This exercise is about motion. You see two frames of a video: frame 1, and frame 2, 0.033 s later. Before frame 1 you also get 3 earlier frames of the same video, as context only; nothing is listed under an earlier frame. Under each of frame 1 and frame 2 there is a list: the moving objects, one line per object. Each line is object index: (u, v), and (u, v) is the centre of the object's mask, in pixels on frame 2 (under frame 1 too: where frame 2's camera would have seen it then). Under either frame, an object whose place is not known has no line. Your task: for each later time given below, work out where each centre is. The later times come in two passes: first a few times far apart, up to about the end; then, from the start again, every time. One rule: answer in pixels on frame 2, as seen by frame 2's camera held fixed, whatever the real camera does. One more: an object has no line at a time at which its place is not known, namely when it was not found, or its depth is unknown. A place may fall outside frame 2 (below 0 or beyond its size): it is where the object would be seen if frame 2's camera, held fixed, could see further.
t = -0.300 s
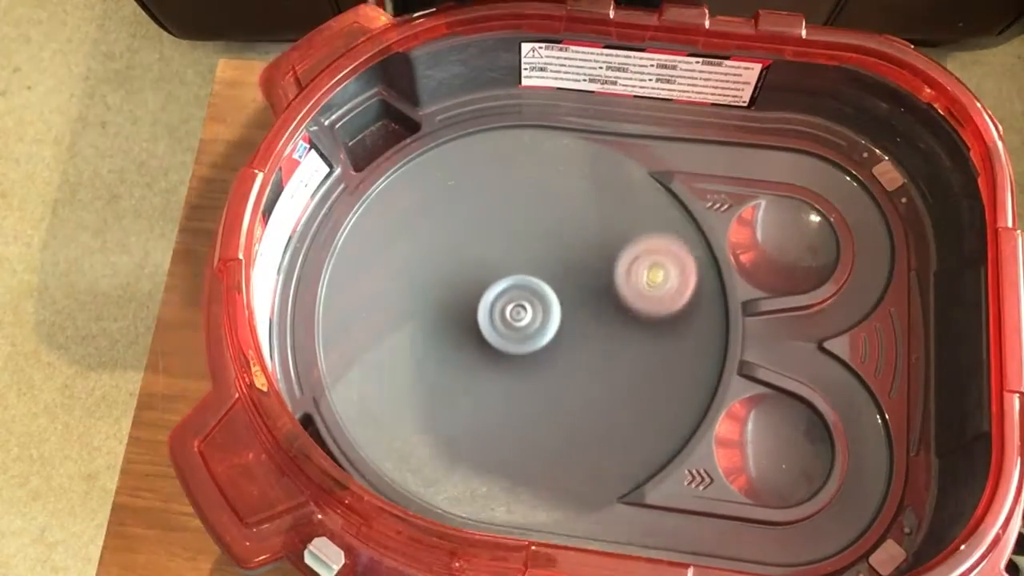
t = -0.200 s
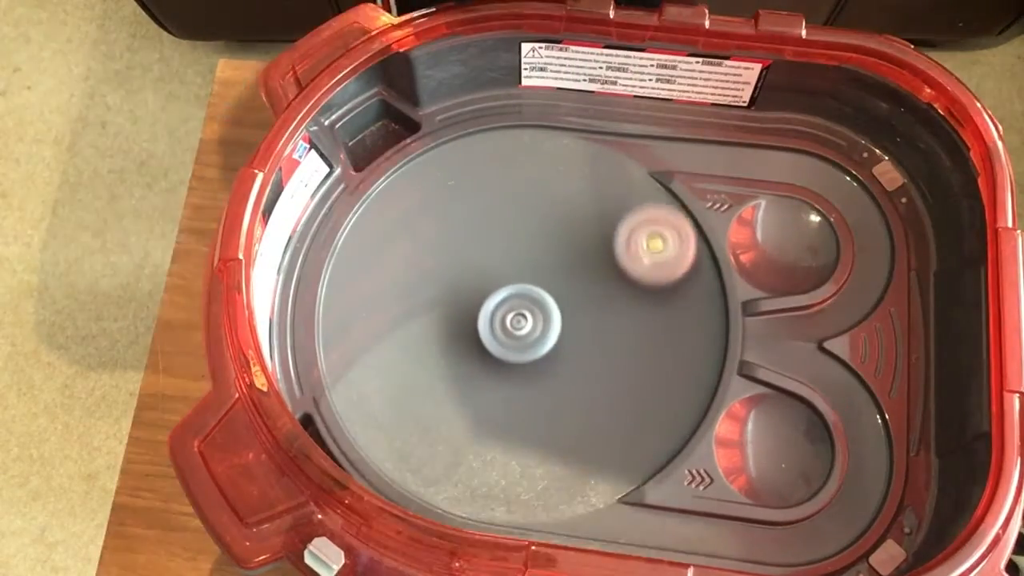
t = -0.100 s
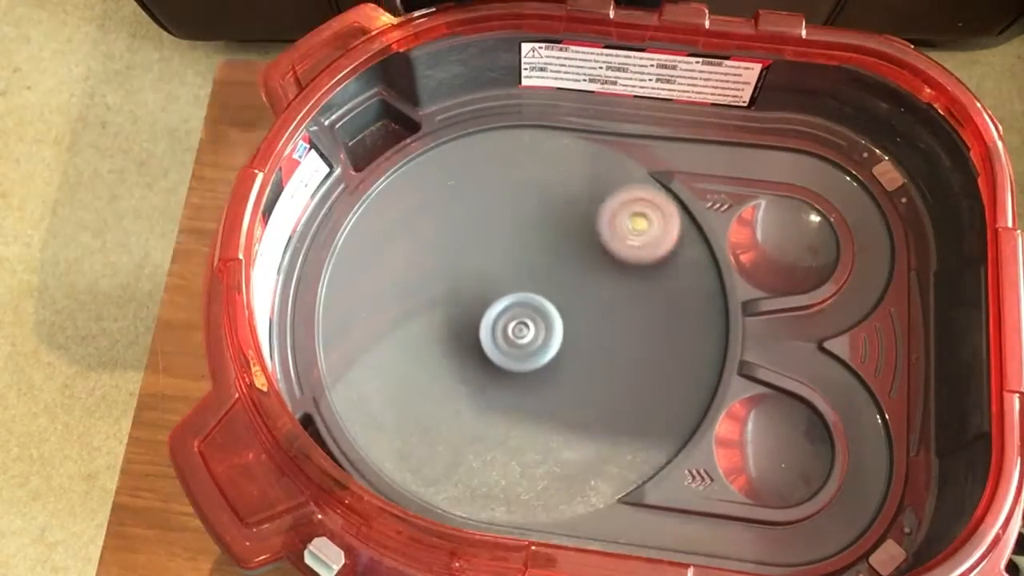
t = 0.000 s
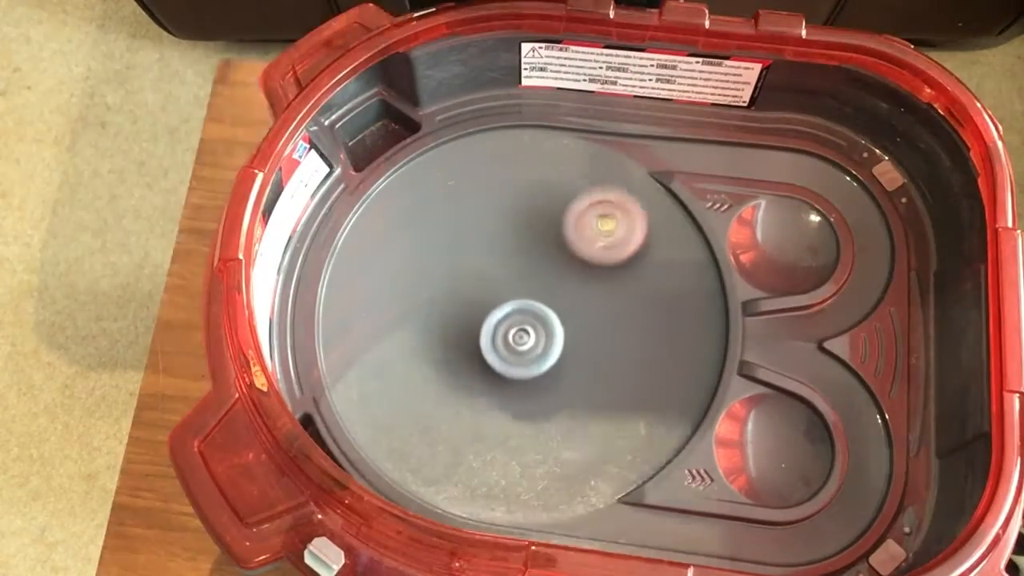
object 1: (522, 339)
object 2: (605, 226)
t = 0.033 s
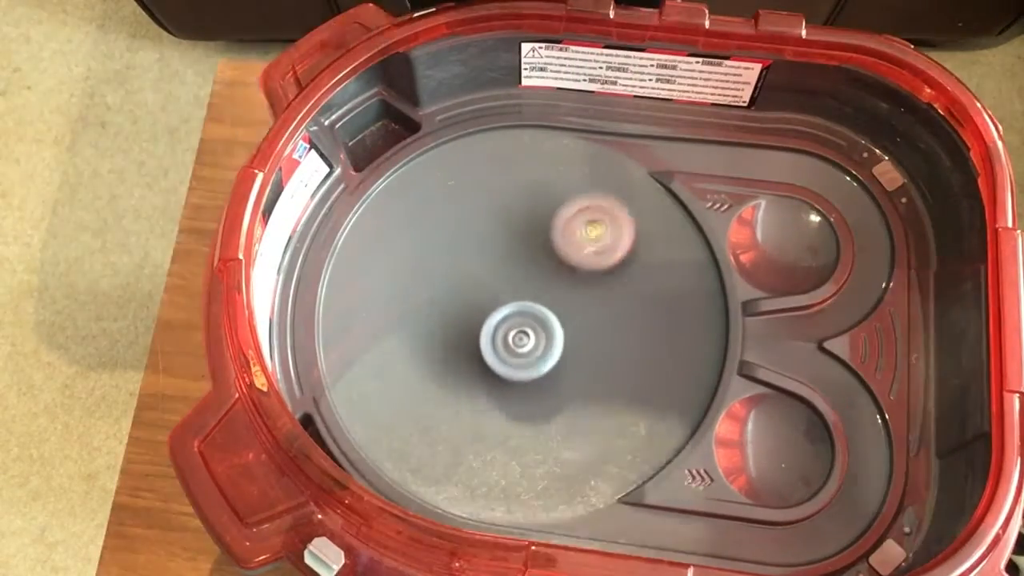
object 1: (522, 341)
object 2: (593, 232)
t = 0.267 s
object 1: (486, 375)
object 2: (581, 283)
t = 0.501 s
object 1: (469, 396)
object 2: (607, 307)
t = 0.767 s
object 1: (470, 385)
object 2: (605, 311)
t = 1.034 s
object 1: (480, 345)
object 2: (572, 343)
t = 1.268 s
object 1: (500, 308)
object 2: (587, 345)
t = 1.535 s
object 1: (525, 264)
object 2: (584, 343)
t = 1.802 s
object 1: (559, 250)
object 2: (545, 353)
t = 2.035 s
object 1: (578, 264)
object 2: (524, 369)
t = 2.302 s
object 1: (576, 300)
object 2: (513, 358)
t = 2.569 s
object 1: (690, 264)
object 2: (359, 417)
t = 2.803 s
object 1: (660, 267)
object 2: (404, 419)
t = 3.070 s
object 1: (590, 276)
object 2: (443, 340)
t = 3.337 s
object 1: (528, 278)
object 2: (435, 254)
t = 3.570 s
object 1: (510, 265)
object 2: (408, 214)
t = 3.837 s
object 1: (510, 264)
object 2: (426, 220)
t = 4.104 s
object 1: (672, 398)
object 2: (424, 221)
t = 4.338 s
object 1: (645, 407)
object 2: (496, 238)
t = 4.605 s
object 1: (556, 384)
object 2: (601, 244)
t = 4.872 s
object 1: (467, 311)
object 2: (658, 248)
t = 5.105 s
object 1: (452, 229)
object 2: (660, 276)
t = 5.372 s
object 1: (500, 209)
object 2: (607, 339)
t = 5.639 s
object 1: (575, 265)
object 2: (538, 394)
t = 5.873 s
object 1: (598, 351)
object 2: (485, 406)
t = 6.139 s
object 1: (554, 416)
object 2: (447, 378)
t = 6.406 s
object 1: (490, 383)
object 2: (439, 313)
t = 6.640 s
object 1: (490, 345)
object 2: (434, 225)
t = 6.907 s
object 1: (543, 280)
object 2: (466, 193)
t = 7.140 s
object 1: (593, 267)
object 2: (528, 211)
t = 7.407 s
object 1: (624, 338)
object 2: (579, 232)
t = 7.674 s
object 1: (571, 385)
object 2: (613, 293)
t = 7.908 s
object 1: (499, 358)
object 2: (618, 348)
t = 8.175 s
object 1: (483, 278)
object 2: (585, 385)
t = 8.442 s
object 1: (543, 232)
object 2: (519, 378)
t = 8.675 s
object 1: (595, 261)
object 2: (463, 345)
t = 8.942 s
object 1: (589, 334)
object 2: (435, 297)
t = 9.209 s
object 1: (514, 360)
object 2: (459, 262)
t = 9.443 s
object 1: (461, 319)
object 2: (521, 246)
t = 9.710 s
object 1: (480, 260)
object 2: (594, 245)
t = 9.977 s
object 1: (546, 267)
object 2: (633, 275)
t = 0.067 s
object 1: (521, 343)
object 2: (581, 241)
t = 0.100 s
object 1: (521, 344)
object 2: (571, 253)
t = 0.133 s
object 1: (520, 345)
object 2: (563, 266)
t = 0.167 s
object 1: (514, 350)
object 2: (566, 273)
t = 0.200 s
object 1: (501, 361)
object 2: (573, 274)
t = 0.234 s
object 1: (491, 370)
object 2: (578, 278)
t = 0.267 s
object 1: (486, 375)
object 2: (581, 283)
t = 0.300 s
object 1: (482, 380)
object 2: (585, 288)
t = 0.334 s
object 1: (479, 384)
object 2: (589, 293)
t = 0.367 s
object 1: (477, 388)
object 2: (593, 297)
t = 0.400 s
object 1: (474, 391)
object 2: (597, 301)
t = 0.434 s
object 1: (472, 394)
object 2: (601, 304)
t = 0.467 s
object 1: (470, 395)
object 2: (604, 305)
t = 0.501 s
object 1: (469, 396)
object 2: (607, 307)
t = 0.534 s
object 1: (468, 397)
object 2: (610, 307)
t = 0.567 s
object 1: (467, 396)
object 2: (612, 308)
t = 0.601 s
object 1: (467, 396)
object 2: (614, 308)
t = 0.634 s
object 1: (467, 395)
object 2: (614, 308)
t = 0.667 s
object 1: (467, 393)
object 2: (614, 308)
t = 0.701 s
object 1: (468, 391)
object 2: (612, 308)
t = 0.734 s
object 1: (469, 388)
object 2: (609, 309)
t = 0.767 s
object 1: (470, 385)
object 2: (605, 311)
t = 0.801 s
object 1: (472, 381)
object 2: (600, 312)
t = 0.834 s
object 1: (474, 376)
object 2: (594, 314)
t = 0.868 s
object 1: (476, 372)
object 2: (587, 317)
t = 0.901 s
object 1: (479, 367)
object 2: (580, 321)
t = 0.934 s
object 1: (482, 361)
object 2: (573, 326)
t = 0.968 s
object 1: (483, 355)
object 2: (567, 332)
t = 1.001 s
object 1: (480, 350)
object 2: (569, 338)
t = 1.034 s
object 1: (480, 345)
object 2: (572, 343)
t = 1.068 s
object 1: (482, 339)
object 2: (575, 347)
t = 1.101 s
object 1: (484, 334)
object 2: (578, 350)
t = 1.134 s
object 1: (487, 329)
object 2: (581, 351)
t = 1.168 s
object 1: (490, 323)
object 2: (584, 351)
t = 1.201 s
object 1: (493, 318)
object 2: (586, 350)
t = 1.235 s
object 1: (496, 313)
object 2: (587, 348)
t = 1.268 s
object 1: (500, 308)
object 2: (587, 345)
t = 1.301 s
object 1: (504, 303)
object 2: (585, 341)
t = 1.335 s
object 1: (507, 298)
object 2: (583, 340)
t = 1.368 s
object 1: (507, 289)
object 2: (584, 343)
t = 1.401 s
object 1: (510, 282)
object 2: (585, 345)
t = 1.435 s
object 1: (513, 277)
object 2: (586, 345)
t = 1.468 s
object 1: (517, 272)
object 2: (587, 345)
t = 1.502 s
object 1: (521, 268)
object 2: (586, 344)
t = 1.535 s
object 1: (525, 264)
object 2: (584, 343)
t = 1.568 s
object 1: (529, 260)
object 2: (581, 343)
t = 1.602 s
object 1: (534, 257)
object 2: (576, 343)
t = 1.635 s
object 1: (538, 255)
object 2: (571, 343)
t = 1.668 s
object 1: (543, 253)
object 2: (566, 345)
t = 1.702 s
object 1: (547, 252)
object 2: (560, 346)
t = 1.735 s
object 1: (551, 251)
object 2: (555, 348)
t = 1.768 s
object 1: (555, 250)
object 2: (550, 350)
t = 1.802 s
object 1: (559, 250)
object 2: (545, 353)
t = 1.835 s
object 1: (563, 251)
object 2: (540, 356)
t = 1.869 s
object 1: (566, 252)
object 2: (536, 359)
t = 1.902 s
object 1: (569, 254)
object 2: (532, 361)
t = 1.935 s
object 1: (572, 256)
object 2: (529, 364)
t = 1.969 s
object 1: (574, 258)
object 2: (527, 366)
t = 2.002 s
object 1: (576, 261)
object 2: (525, 368)
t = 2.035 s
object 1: (578, 264)
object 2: (524, 369)
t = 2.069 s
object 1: (579, 268)
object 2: (522, 370)
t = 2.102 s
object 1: (580, 272)
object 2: (522, 370)
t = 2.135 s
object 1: (580, 276)
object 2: (521, 370)
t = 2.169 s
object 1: (581, 281)
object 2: (520, 369)
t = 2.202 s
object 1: (580, 286)
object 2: (518, 367)
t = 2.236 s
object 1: (579, 291)
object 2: (517, 364)
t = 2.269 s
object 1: (578, 296)
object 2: (516, 362)
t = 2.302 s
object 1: (576, 300)
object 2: (513, 358)
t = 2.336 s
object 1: (593, 298)
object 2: (496, 359)
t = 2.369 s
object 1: (626, 288)
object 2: (454, 372)
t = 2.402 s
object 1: (653, 279)
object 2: (420, 383)
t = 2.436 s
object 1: (671, 273)
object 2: (394, 392)
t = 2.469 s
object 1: (684, 269)
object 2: (375, 401)
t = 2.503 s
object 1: (689, 267)
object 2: (363, 409)
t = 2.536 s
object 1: (690, 265)
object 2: (356, 415)
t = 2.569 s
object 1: (690, 264)
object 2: (359, 417)
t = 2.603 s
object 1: (687, 264)
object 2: (368, 416)
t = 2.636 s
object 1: (684, 264)
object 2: (379, 418)
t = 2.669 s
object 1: (681, 264)
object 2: (388, 418)
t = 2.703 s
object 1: (676, 264)
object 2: (394, 418)
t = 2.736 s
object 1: (672, 265)
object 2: (398, 420)
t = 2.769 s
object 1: (666, 266)
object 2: (400, 421)
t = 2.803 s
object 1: (660, 267)
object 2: (404, 419)
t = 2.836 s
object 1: (653, 268)
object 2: (409, 415)
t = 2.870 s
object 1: (645, 270)
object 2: (415, 409)
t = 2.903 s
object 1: (637, 271)
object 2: (420, 400)
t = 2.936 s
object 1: (628, 272)
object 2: (425, 390)
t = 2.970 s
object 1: (620, 273)
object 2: (430, 379)
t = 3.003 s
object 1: (611, 274)
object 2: (434, 367)
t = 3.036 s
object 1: (601, 275)
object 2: (439, 353)
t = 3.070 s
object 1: (590, 276)
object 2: (443, 340)
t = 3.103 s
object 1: (578, 277)
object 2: (447, 327)
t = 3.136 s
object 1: (566, 278)
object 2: (452, 315)
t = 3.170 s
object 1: (554, 278)
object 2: (455, 304)
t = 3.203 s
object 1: (543, 279)
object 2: (458, 293)
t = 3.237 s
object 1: (538, 278)
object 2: (452, 283)
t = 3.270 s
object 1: (533, 278)
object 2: (447, 274)
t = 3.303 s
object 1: (529, 278)
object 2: (442, 265)
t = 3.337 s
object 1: (528, 278)
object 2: (435, 254)
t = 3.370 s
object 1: (525, 278)
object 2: (428, 244)
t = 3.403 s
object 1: (522, 276)
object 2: (424, 236)
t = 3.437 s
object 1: (519, 273)
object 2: (420, 230)
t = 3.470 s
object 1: (517, 271)
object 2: (417, 225)
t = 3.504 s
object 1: (514, 268)
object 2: (414, 220)
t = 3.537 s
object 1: (512, 266)
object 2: (411, 217)
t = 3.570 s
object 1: (510, 265)
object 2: (408, 214)
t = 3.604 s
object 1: (509, 263)
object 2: (406, 211)
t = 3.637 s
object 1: (508, 262)
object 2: (404, 210)
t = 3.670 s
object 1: (507, 261)
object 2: (404, 210)
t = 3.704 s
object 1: (506, 260)
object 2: (406, 211)
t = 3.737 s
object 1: (506, 259)
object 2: (409, 214)
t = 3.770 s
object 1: (506, 259)
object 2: (415, 217)
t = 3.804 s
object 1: (506, 259)
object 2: (423, 220)
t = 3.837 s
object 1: (510, 264)
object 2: (426, 220)
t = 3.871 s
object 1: (534, 286)
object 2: (410, 199)
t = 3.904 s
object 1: (567, 311)
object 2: (395, 182)
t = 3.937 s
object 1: (593, 333)
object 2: (389, 175)
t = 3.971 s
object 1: (617, 354)
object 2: (395, 182)
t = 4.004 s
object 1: (638, 371)
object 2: (402, 193)
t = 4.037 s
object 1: (651, 382)
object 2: (410, 203)
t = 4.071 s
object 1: (665, 392)
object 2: (417, 213)
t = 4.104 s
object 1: (672, 398)
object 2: (424, 221)
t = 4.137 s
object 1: (682, 406)
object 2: (432, 228)
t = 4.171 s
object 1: (683, 410)
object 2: (440, 231)
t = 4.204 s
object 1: (677, 410)
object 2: (449, 233)
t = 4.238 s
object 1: (670, 410)
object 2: (459, 234)
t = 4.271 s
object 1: (663, 410)
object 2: (470, 235)
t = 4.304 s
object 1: (655, 408)
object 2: (482, 236)
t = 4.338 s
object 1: (645, 407)
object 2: (496, 238)
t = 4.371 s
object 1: (636, 405)
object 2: (508, 239)
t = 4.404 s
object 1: (627, 403)
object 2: (523, 240)
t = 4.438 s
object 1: (618, 400)
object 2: (536, 241)
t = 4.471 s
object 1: (608, 398)
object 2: (551, 242)
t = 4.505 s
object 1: (596, 396)
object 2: (563, 243)
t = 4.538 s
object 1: (583, 394)
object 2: (577, 244)
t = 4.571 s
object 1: (570, 390)
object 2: (589, 244)
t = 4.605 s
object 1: (556, 384)
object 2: (601, 244)
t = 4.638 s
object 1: (543, 380)
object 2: (613, 244)
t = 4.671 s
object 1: (528, 372)
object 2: (622, 244)
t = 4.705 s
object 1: (516, 365)
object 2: (631, 244)
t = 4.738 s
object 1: (504, 354)
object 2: (638, 244)
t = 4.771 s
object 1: (493, 346)
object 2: (644, 245)
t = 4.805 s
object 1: (483, 334)
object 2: (649, 246)
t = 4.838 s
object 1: (473, 323)
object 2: (654, 246)
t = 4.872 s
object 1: (467, 311)
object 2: (658, 248)
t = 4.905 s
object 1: (460, 299)
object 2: (660, 250)
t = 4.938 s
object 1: (455, 287)
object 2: (663, 253)
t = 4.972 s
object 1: (451, 273)
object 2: (664, 256)
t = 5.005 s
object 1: (450, 262)
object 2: (665, 260)
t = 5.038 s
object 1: (449, 249)
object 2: (665, 265)
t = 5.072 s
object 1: (450, 239)
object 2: (663, 270)
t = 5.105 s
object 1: (452, 229)
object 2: (660, 276)
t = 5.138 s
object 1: (456, 222)
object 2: (656, 282)
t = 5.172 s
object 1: (460, 215)
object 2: (651, 288)
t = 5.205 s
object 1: (465, 211)
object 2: (645, 296)
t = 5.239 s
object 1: (471, 208)
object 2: (638, 303)
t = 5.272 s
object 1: (478, 207)
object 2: (631, 311)
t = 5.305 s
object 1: (484, 206)
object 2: (623, 320)
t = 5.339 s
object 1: (492, 207)
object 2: (616, 329)
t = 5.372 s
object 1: (500, 209)
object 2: (607, 339)
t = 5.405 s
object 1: (510, 212)
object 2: (598, 348)
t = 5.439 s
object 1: (518, 215)
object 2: (590, 356)
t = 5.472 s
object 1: (528, 221)
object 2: (581, 364)
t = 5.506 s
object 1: (539, 229)
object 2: (572, 372)
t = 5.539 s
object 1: (548, 235)
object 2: (564, 378)
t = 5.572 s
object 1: (558, 245)
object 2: (554, 385)
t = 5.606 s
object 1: (566, 254)
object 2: (546, 390)
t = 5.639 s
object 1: (575, 265)
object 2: (538, 394)
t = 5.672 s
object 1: (580, 275)
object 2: (529, 398)
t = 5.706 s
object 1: (587, 288)
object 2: (522, 400)
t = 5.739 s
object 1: (591, 300)
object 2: (515, 403)
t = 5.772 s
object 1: (595, 311)
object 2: (507, 404)
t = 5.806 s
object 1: (596, 325)
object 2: (500, 406)
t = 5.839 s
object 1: (597, 337)
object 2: (493, 406)
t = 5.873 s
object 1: (598, 351)
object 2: (485, 406)
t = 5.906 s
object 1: (595, 361)
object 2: (479, 405)
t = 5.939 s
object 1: (592, 373)
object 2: (473, 403)
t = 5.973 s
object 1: (588, 385)
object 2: (467, 401)
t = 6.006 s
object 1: (583, 393)
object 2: (462, 398)
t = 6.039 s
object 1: (576, 402)
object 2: (458, 394)
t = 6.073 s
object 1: (569, 409)
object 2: (453, 390)
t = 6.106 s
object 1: (562, 412)
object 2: (450, 384)
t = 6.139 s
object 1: (554, 416)
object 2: (447, 378)
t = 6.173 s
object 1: (546, 417)
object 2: (444, 371)
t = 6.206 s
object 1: (540, 416)
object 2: (442, 364)
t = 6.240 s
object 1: (531, 415)
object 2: (440, 357)
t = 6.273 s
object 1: (523, 411)
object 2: (438, 349)
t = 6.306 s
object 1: (515, 406)
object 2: (438, 340)
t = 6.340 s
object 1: (506, 398)
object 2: (437, 332)
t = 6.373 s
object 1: (499, 392)
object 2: (437, 323)
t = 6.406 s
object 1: (490, 383)
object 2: (439, 313)
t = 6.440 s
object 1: (486, 379)
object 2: (437, 296)
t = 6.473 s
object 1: (484, 376)
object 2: (434, 279)
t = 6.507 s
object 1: (483, 372)
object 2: (432, 264)
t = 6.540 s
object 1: (484, 367)
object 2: (432, 253)
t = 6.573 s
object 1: (485, 361)
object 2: (431, 243)
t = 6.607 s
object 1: (486, 353)
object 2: (432, 233)
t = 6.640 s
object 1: (490, 345)
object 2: (434, 225)
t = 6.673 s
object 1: (493, 336)
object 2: (436, 219)
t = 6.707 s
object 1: (497, 327)
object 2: (438, 212)
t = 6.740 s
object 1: (504, 318)
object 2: (441, 207)
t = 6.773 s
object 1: (510, 309)
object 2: (445, 203)
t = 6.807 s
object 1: (517, 302)
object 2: (449, 199)
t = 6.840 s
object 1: (526, 294)
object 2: (453, 196)
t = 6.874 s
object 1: (535, 286)
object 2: (459, 194)
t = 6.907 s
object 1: (543, 280)
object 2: (466, 193)
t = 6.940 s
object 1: (554, 275)
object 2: (473, 193)
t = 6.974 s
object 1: (563, 270)
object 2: (481, 194)
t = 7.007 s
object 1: (570, 268)
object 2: (490, 196)
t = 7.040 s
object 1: (578, 266)
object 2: (499, 199)
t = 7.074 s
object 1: (585, 265)
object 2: (508, 202)
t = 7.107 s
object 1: (589, 266)
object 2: (518, 207)
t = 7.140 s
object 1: (593, 267)
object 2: (528, 211)
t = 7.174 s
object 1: (598, 274)
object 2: (536, 211)
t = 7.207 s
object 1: (606, 284)
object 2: (543, 211)
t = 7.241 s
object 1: (612, 291)
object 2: (549, 213)
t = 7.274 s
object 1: (616, 299)
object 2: (555, 215)
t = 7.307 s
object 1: (620, 309)
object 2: (561, 218)
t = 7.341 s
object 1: (624, 318)
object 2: (568, 222)
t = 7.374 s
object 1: (625, 328)
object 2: (573, 227)
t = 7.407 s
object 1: (624, 338)
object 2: (579, 232)
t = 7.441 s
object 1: (622, 346)
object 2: (584, 238)
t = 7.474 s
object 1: (618, 355)
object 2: (590, 245)
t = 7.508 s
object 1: (614, 362)
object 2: (595, 252)
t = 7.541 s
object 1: (606, 370)
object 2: (599, 260)
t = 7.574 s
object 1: (598, 377)
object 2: (603, 268)
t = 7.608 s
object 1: (590, 380)
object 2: (607, 276)
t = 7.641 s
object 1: (580, 383)
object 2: (610, 284)
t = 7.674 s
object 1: (571, 385)
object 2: (613, 293)
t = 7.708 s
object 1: (559, 386)
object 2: (615, 301)
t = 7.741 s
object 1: (547, 386)
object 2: (617, 310)
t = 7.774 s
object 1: (538, 382)
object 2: (619, 318)
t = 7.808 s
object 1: (527, 378)
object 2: (620, 326)
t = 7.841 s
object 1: (518, 373)
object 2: (620, 334)
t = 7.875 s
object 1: (508, 366)
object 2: (619, 341)
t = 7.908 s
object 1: (499, 358)
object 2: (618, 348)
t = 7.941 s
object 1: (493, 349)
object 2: (617, 354)
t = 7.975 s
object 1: (487, 341)
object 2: (614, 360)
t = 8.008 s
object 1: (483, 331)
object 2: (611, 365)
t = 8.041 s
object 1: (480, 319)
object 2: (607, 370)
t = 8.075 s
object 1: (479, 309)
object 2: (603, 375)
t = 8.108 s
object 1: (479, 299)
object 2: (598, 379)
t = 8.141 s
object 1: (481, 288)
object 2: (592, 382)
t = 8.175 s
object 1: (483, 278)
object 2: (585, 385)
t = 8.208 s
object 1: (488, 269)
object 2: (578, 387)
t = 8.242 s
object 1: (493, 260)
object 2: (571, 388)
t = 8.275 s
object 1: (500, 252)
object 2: (562, 388)
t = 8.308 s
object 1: (508, 245)
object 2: (555, 387)
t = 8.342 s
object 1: (516, 240)
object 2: (546, 386)
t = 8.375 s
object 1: (525, 236)
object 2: (537, 384)
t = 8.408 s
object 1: (534, 233)
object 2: (528, 381)
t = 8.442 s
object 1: (543, 232)
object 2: (519, 378)
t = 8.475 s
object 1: (553, 231)
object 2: (510, 374)
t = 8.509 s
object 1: (562, 234)
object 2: (501, 370)
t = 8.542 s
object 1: (571, 237)
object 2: (493, 366)
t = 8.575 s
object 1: (577, 241)
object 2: (485, 361)
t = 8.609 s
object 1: (584, 247)
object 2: (477, 356)
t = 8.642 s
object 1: (590, 253)
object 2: (470, 351)
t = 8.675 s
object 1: (595, 261)
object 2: (463, 345)
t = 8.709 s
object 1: (600, 269)
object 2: (456, 338)
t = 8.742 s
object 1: (601, 278)
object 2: (451, 332)
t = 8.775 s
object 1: (603, 288)
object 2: (446, 326)
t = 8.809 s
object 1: (603, 297)
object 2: (443, 320)
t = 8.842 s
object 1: (601, 307)
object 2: (440, 314)
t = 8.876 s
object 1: (598, 315)
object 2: (437, 308)
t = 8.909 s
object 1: (594, 325)
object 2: (436, 302)
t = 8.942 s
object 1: (589, 334)
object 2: (435, 297)
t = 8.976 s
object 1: (581, 342)
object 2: (435, 291)
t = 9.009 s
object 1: (573, 349)
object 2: (436, 286)
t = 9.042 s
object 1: (565, 353)
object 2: (438, 281)
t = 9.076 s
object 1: (555, 358)
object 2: (441, 277)
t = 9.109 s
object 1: (546, 360)
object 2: (444, 273)
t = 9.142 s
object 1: (535, 361)
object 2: (448, 269)
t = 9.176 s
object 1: (525, 362)
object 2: (453, 265)
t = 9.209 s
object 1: (514, 360)
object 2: (459, 262)
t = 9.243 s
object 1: (504, 357)
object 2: (465, 259)
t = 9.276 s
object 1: (495, 352)
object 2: (472, 257)
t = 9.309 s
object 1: (487, 346)
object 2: (480, 255)
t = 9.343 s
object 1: (480, 340)
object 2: (488, 254)
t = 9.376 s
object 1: (473, 332)
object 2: (496, 252)
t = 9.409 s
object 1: (468, 325)
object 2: (508, 250)
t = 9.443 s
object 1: (461, 319)
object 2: (521, 246)
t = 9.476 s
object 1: (457, 312)
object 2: (532, 244)
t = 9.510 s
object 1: (456, 303)
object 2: (543, 242)
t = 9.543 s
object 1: (456, 295)
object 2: (552, 241)
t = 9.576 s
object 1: (459, 287)
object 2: (562, 241)
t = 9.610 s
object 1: (462, 279)
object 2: (570, 241)
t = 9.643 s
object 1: (467, 272)
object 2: (579, 242)
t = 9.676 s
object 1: (473, 265)
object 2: (587, 243)
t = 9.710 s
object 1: (480, 260)
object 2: (594, 245)
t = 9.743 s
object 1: (488, 256)
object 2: (602, 248)
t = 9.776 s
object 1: (497, 254)
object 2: (608, 251)
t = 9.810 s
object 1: (507, 253)
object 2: (614, 254)
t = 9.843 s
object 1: (515, 254)
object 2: (620, 257)
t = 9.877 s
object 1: (524, 255)
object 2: (625, 261)
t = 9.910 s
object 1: (531, 258)
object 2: (628, 265)
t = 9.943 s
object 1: (540, 262)
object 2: (631, 270)
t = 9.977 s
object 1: (546, 267)
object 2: (633, 275)
